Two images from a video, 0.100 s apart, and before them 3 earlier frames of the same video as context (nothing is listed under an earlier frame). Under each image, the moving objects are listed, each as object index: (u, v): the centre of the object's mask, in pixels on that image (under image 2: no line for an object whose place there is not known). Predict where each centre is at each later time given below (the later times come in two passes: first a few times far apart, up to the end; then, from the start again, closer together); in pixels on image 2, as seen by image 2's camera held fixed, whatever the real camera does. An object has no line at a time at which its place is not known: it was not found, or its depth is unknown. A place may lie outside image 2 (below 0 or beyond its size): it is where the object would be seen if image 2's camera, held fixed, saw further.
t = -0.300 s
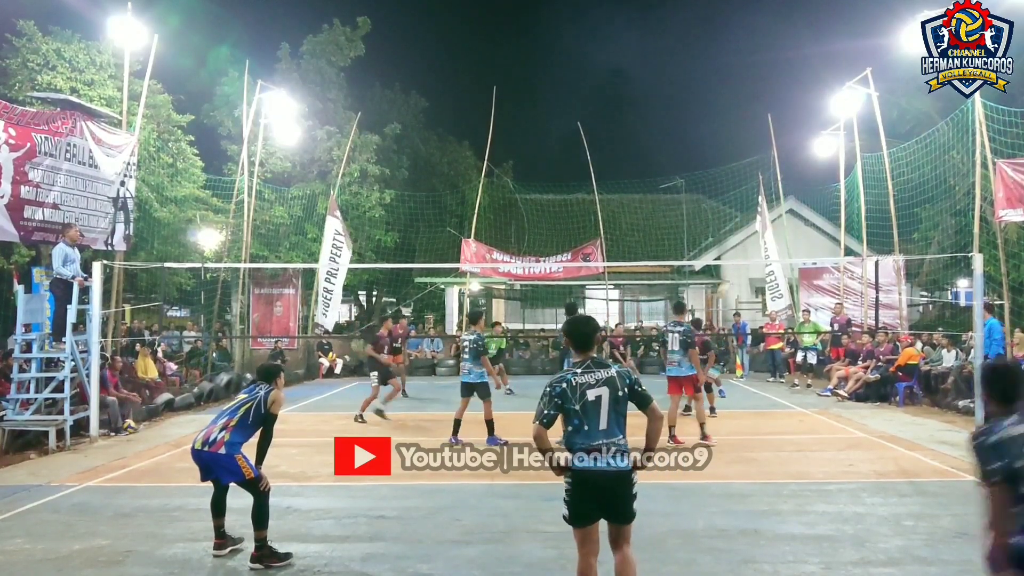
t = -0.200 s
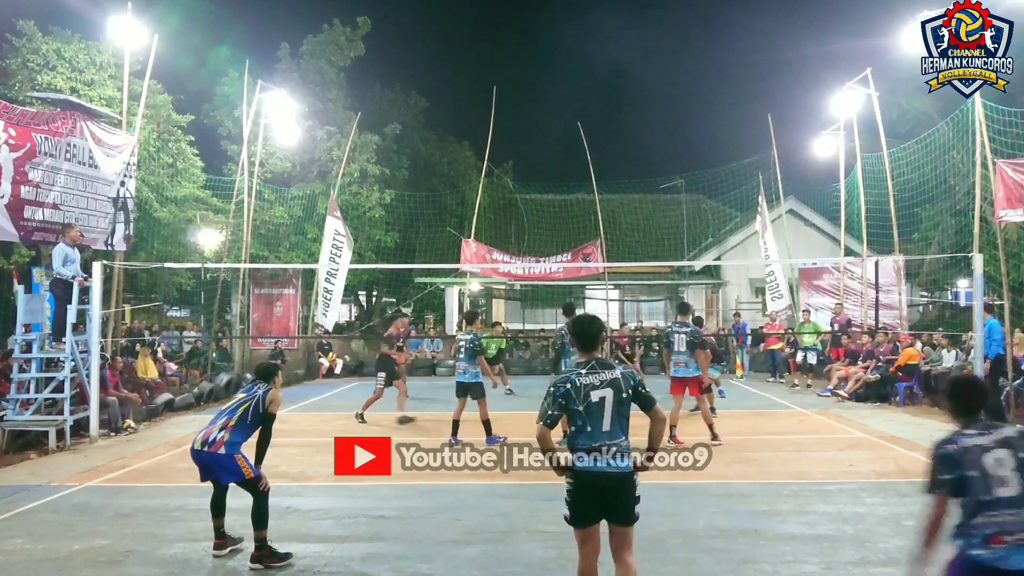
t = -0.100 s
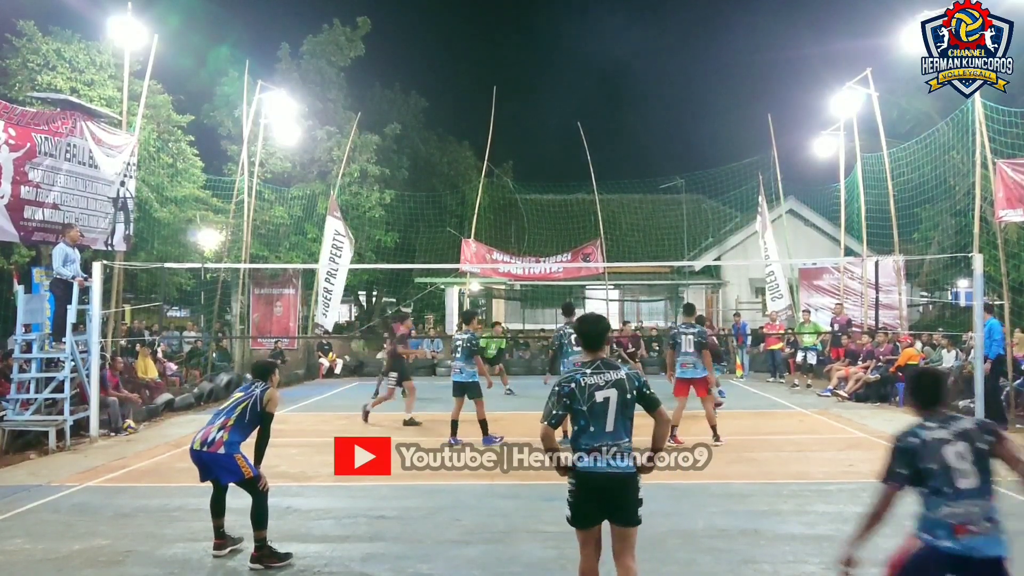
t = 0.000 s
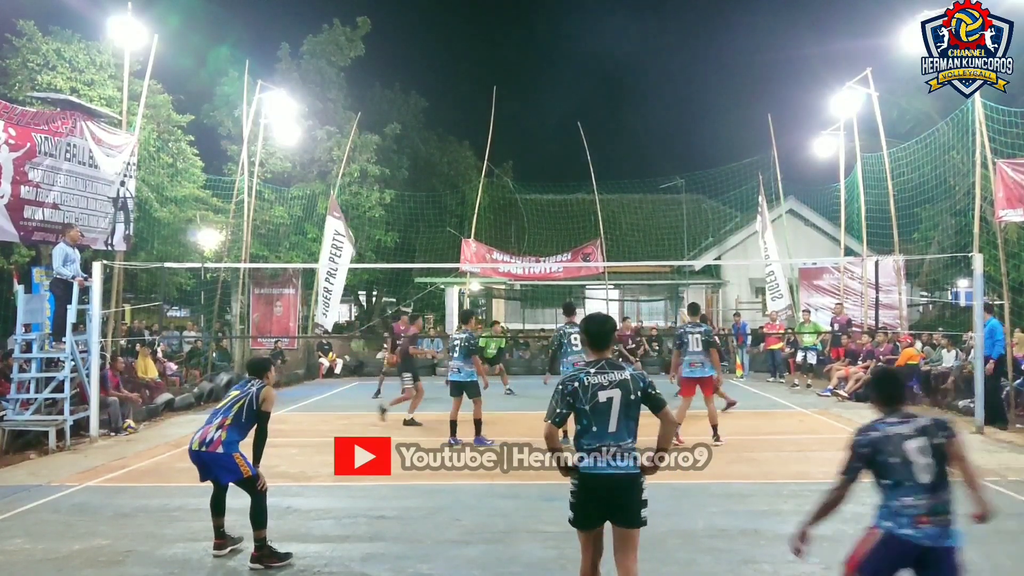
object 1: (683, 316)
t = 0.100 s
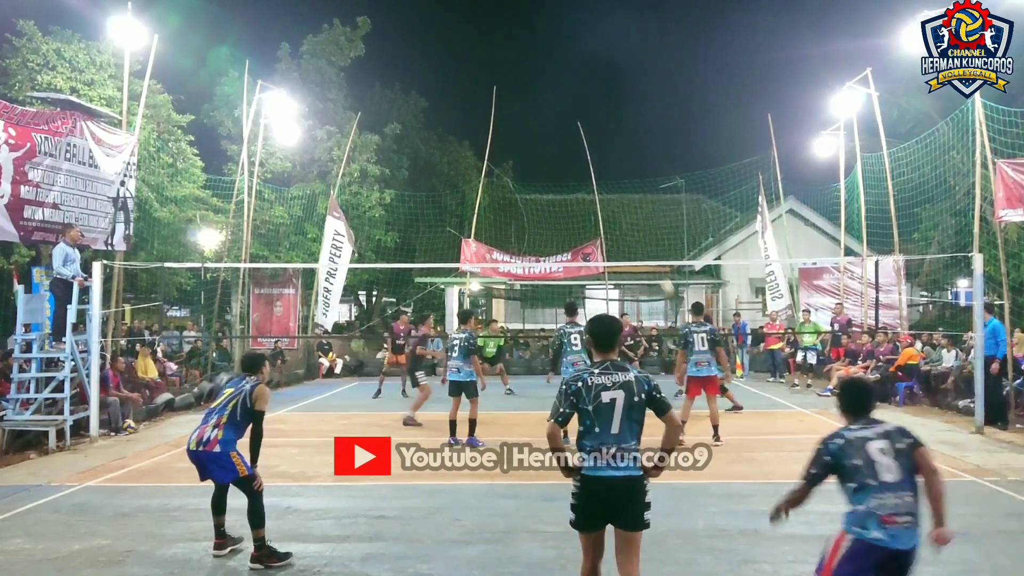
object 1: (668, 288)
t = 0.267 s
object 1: (639, 247)
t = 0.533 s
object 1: (590, 213)
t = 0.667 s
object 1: (565, 210)
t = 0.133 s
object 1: (661, 277)
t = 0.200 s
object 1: (650, 258)
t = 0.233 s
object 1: (644, 254)
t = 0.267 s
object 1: (639, 247)
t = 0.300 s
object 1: (632, 241)
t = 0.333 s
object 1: (626, 235)
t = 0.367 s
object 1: (621, 230)
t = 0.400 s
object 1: (615, 225)
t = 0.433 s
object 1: (609, 222)
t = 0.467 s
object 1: (603, 218)
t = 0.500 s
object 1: (597, 215)
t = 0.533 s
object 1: (590, 213)
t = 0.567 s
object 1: (585, 211)
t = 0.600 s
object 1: (578, 210)
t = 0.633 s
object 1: (572, 210)
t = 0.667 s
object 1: (565, 210)
